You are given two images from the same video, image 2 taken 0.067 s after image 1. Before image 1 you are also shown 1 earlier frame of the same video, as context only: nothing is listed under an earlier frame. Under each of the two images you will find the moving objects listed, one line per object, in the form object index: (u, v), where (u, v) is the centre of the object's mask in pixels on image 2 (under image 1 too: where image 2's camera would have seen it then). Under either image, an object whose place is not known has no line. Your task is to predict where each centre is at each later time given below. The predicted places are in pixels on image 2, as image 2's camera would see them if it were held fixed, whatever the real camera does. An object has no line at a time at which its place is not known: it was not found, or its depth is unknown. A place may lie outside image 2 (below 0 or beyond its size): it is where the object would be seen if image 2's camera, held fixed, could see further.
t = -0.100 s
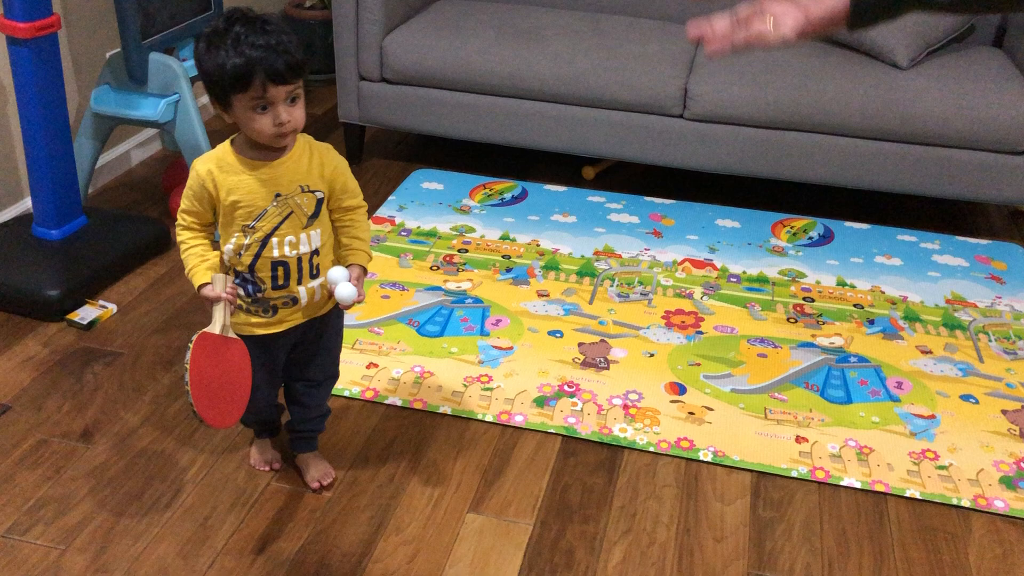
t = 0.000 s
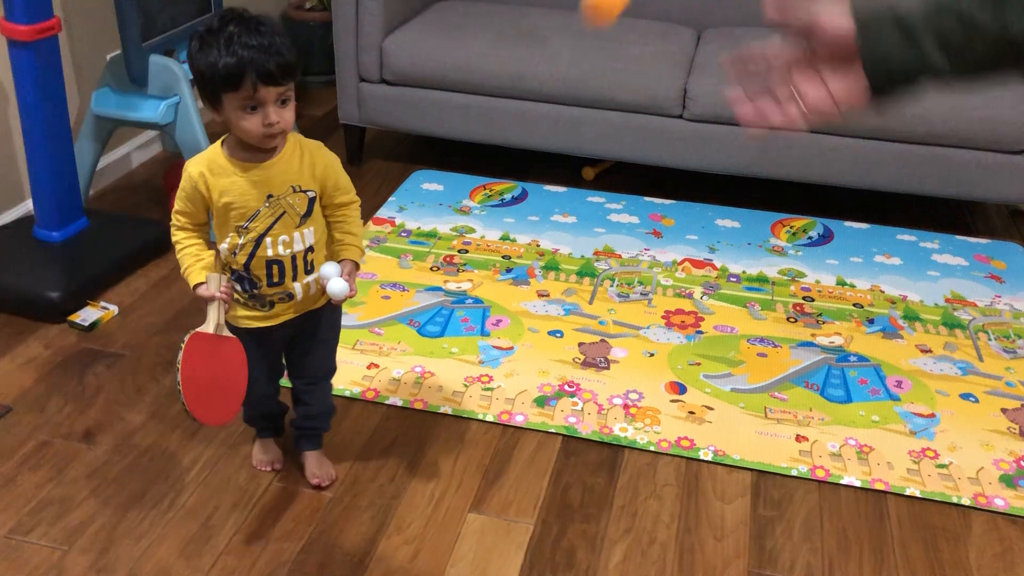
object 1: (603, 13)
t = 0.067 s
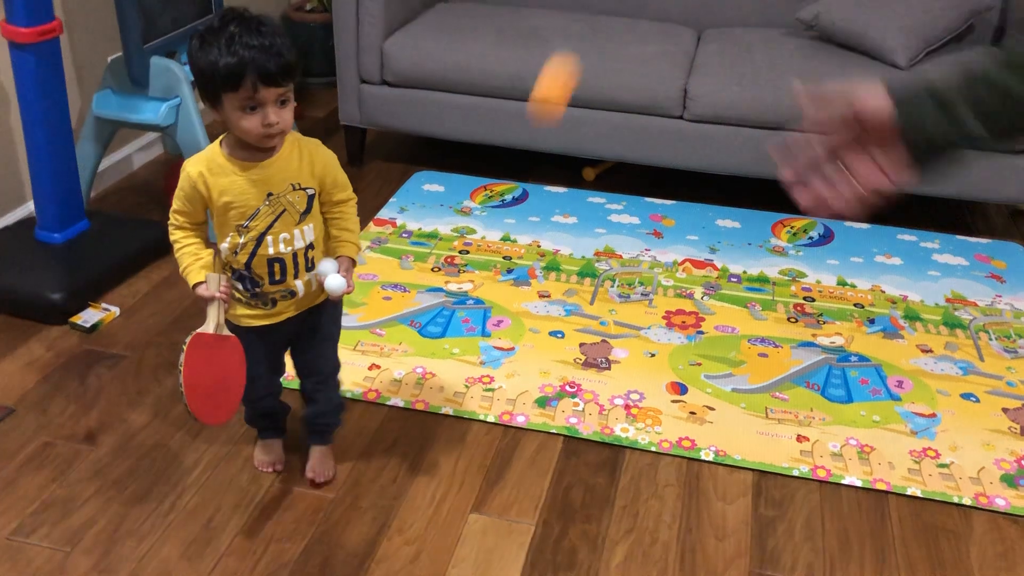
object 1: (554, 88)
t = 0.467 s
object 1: (382, 479)
